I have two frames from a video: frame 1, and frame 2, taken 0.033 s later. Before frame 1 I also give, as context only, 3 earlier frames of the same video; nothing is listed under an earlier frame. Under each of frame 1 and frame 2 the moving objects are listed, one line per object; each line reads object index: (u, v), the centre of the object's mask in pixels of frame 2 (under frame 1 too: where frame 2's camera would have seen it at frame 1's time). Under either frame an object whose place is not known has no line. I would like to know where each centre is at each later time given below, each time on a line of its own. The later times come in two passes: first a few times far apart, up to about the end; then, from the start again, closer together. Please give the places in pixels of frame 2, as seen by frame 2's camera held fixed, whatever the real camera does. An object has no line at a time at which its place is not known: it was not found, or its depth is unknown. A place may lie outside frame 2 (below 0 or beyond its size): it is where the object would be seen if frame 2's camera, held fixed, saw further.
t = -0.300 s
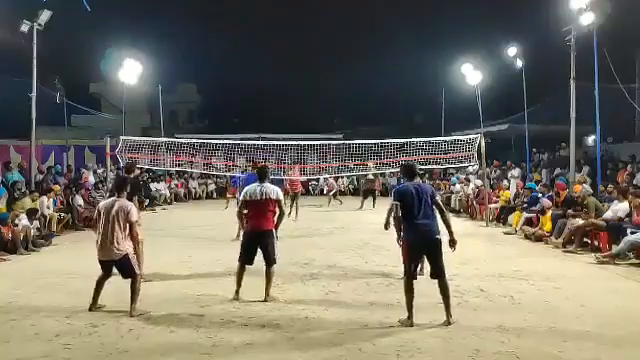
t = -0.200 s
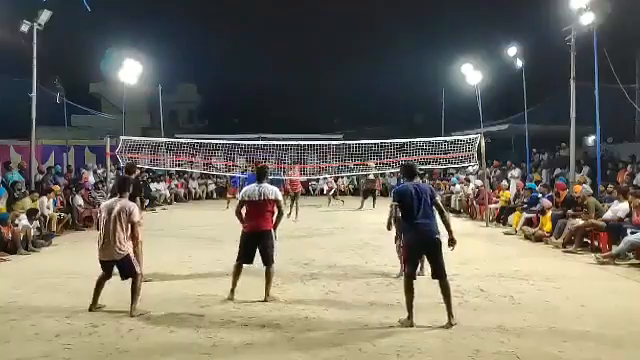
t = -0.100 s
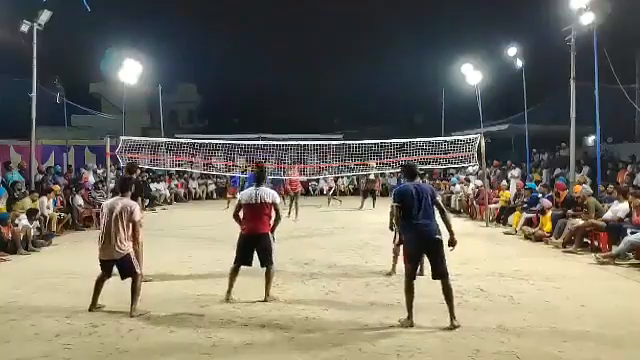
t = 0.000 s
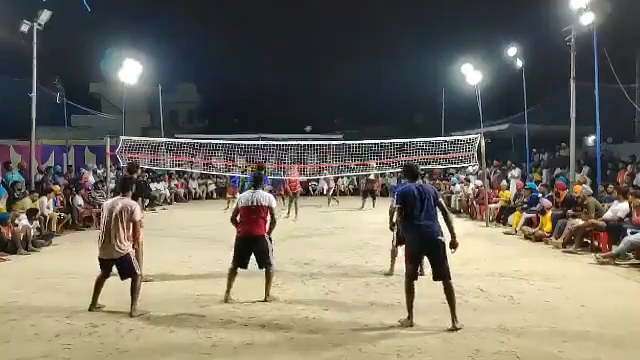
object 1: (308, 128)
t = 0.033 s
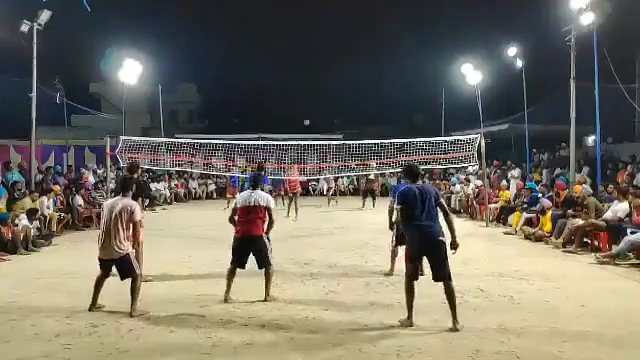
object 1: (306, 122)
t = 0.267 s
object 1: (298, 85)
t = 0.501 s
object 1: (288, 57)
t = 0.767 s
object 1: (269, 43)
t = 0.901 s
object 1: (256, 49)
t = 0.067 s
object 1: (305, 117)
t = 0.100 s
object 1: (304, 111)
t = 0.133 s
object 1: (303, 105)
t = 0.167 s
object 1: (302, 100)
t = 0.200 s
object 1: (300, 95)
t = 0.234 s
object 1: (299, 90)
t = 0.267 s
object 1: (298, 85)
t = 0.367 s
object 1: (294, 71)
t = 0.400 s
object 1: (292, 67)
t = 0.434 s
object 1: (291, 63)
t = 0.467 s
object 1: (289, 60)
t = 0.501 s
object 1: (288, 57)
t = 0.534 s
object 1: (286, 53)
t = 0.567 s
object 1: (284, 51)
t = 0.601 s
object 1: (282, 48)
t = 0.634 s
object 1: (279, 46)
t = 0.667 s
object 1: (277, 45)
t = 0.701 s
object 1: (274, 43)
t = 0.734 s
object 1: (272, 43)
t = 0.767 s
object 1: (269, 43)
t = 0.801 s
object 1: (266, 43)
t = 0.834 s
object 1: (263, 45)
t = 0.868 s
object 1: (260, 46)
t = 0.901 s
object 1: (256, 49)
